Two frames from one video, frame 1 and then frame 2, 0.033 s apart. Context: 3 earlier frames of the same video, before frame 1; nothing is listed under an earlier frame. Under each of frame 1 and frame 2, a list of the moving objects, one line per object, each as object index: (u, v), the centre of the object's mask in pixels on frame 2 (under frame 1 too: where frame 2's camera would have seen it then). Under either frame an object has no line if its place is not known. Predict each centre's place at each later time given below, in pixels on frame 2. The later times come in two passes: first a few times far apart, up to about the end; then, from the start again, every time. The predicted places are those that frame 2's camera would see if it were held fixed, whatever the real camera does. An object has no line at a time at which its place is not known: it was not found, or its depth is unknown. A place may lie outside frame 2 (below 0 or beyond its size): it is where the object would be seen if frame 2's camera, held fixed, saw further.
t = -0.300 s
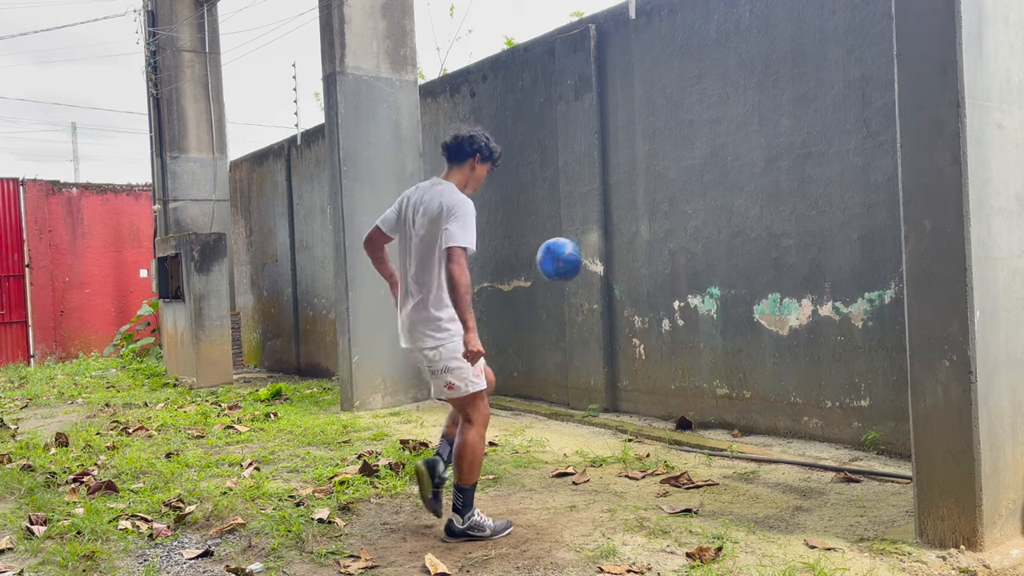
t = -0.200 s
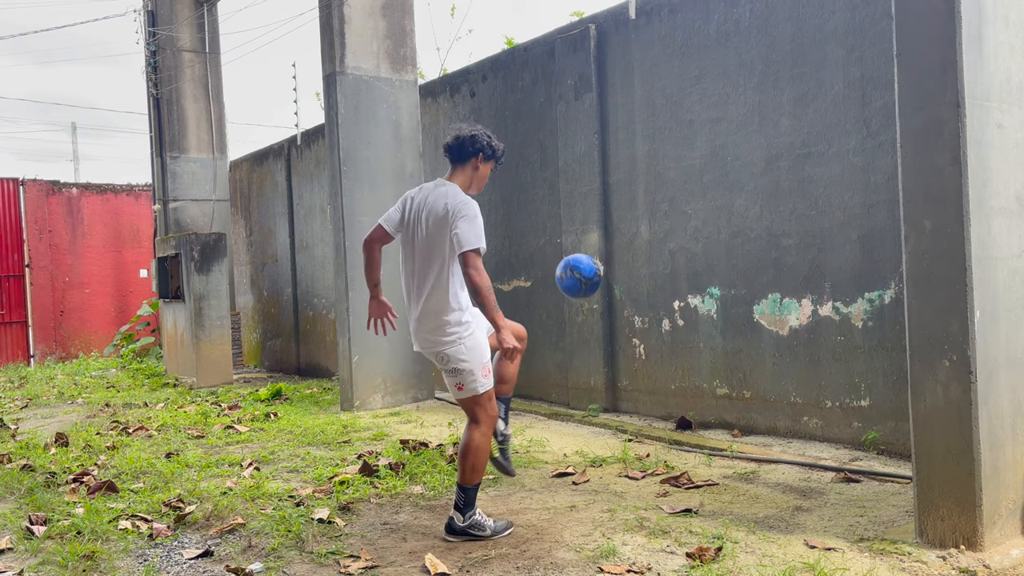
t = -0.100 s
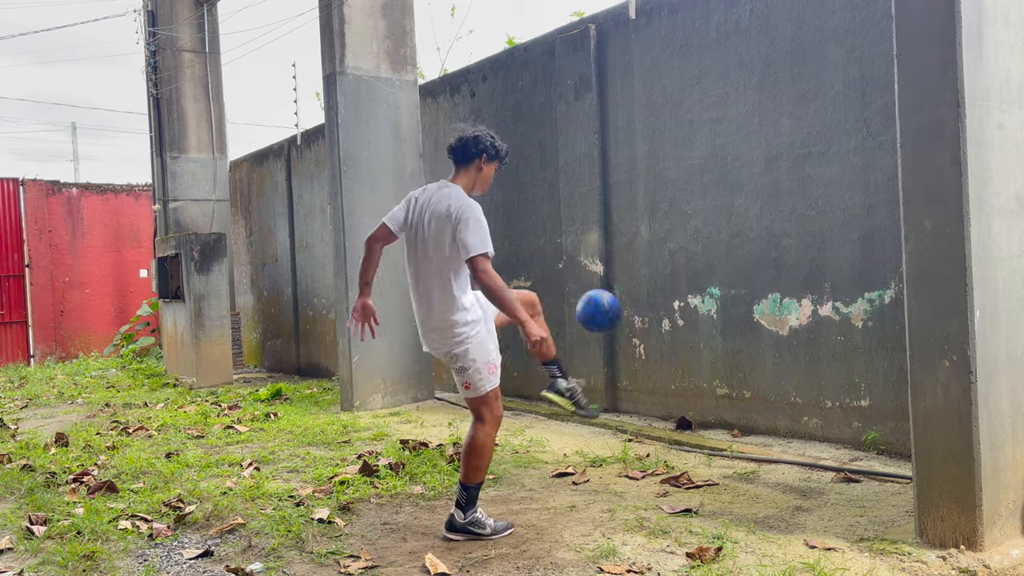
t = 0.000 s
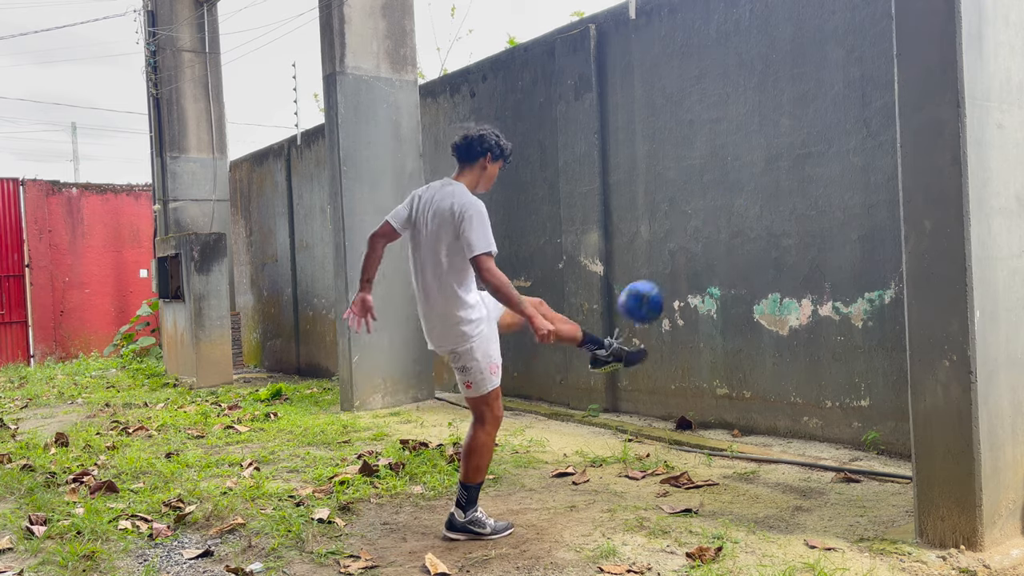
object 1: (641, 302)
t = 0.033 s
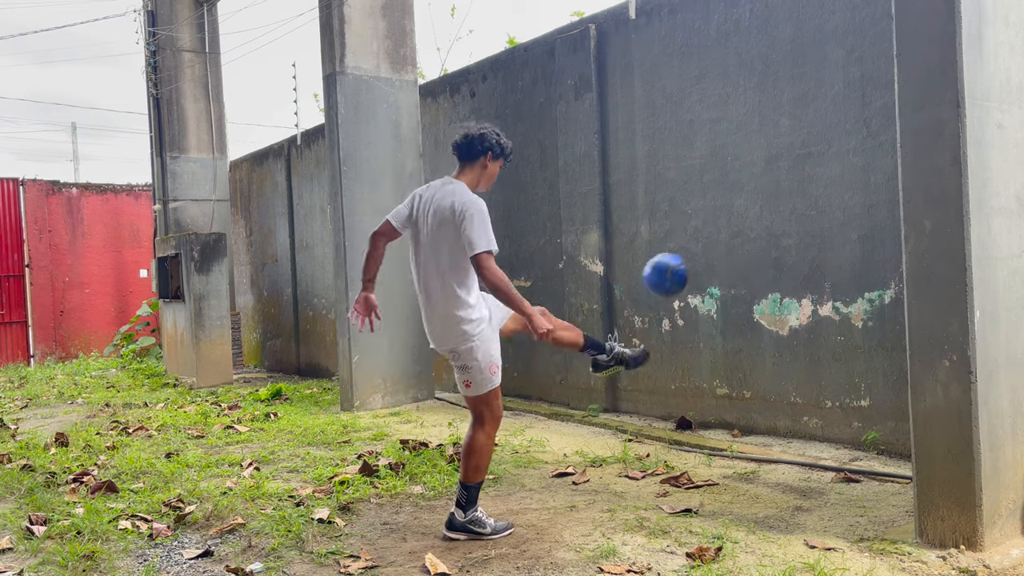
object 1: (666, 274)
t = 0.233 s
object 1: (802, 165)
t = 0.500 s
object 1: (787, 144)
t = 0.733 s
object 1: (728, 254)
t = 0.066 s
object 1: (690, 249)
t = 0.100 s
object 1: (713, 227)
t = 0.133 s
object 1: (737, 208)
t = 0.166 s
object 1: (759, 191)
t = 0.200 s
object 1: (781, 177)
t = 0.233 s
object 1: (802, 165)
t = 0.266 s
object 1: (823, 156)
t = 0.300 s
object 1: (832, 148)
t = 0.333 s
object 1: (824, 142)
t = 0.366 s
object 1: (816, 138)
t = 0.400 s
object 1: (810, 136)
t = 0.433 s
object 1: (803, 136)
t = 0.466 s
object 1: (795, 139)
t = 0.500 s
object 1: (787, 144)
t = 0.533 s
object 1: (779, 151)
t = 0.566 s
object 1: (771, 161)
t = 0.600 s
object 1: (764, 174)
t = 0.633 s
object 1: (755, 189)
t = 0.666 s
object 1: (746, 208)
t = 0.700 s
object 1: (737, 230)
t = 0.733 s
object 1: (728, 254)
